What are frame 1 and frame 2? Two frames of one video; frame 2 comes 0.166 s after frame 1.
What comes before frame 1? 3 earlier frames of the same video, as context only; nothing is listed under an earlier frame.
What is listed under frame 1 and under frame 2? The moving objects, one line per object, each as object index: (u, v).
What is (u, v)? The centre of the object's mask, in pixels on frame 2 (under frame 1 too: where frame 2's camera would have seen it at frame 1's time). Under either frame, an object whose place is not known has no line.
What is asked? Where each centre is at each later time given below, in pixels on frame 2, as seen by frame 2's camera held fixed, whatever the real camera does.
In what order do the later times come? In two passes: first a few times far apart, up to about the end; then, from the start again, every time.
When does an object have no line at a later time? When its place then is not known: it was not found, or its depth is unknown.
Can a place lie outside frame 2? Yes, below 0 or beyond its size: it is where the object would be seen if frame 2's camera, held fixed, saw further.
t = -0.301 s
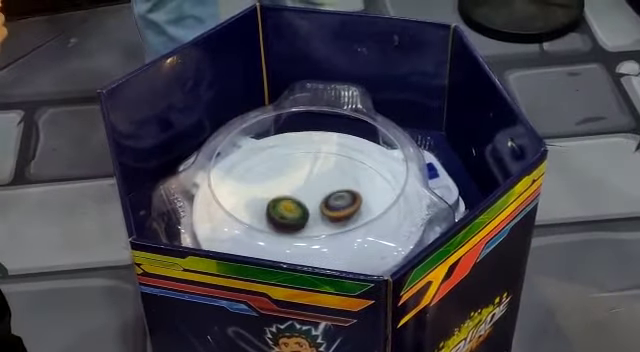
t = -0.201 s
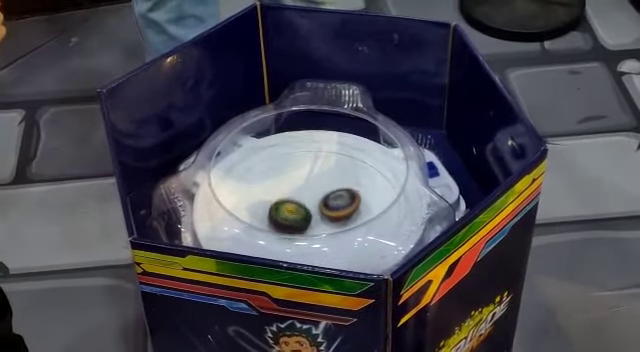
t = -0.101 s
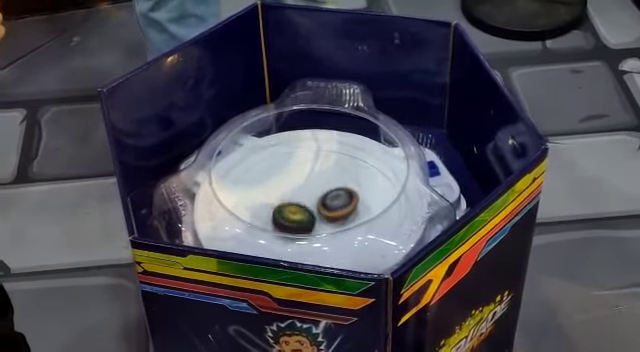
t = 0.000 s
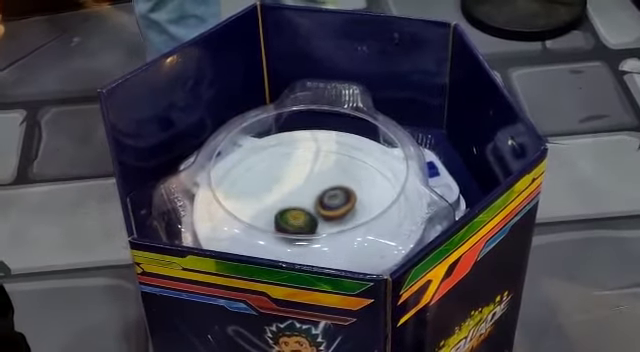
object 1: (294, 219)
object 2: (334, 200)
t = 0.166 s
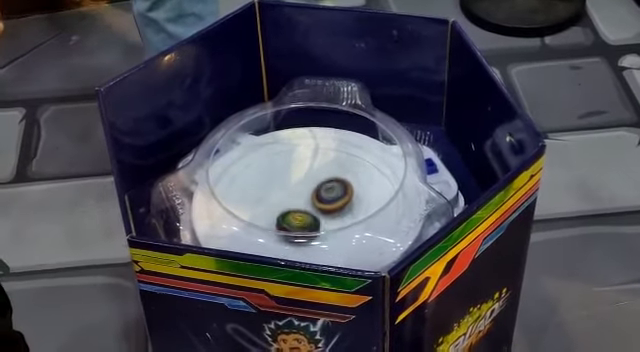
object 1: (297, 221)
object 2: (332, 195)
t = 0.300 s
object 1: (302, 222)
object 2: (328, 194)
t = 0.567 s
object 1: (313, 221)
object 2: (318, 192)
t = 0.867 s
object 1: (322, 217)
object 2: (299, 191)
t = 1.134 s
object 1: (323, 210)
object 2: (284, 193)
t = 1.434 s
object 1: (321, 202)
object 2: (276, 196)
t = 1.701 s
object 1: (319, 196)
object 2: (273, 202)
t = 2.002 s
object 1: (315, 193)
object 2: (281, 214)
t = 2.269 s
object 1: (309, 195)
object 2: (293, 236)
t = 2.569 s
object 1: (304, 202)
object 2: (296, 235)
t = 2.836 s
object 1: (303, 199)
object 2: (302, 235)
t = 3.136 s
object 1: (296, 192)
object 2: (334, 224)
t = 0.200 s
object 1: (299, 222)
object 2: (331, 195)
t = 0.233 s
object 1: (299, 222)
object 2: (330, 194)
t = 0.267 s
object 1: (301, 222)
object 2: (329, 194)
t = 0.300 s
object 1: (302, 222)
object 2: (328, 194)
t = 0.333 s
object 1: (303, 222)
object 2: (327, 194)
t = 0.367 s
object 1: (304, 222)
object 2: (325, 193)
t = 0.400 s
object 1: (306, 222)
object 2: (325, 193)
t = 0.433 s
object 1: (308, 222)
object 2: (323, 193)
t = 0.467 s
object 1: (309, 222)
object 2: (322, 192)
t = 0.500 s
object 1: (310, 222)
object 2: (321, 193)
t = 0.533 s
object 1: (312, 222)
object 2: (319, 192)
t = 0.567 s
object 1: (313, 221)
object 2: (318, 192)
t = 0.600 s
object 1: (315, 221)
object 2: (316, 192)
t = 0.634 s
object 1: (316, 221)
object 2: (313, 191)
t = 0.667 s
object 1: (317, 221)
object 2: (312, 191)
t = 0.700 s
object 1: (318, 220)
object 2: (309, 190)
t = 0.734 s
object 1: (319, 219)
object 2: (307, 190)
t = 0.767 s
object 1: (320, 219)
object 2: (306, 191)
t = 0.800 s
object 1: (321, 218)
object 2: (303, 190)
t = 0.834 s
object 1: (321, 218)
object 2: (301, 191)
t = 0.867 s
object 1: (322, 217)
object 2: (299, 191)
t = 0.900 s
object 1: (323, 217)
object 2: (297, 192)
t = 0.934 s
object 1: (323, 216)
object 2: (295, 192)
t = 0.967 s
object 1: (324, 215)
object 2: (293, 192)
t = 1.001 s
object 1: (324, 214)
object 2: (291, 192)
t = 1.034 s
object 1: (324, 213)
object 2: (288, 192)
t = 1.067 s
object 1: (324, 212)
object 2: (287, 192)
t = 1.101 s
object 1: (324, 211)
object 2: (285, 192)
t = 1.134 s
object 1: (323, 210)
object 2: (284, 193)
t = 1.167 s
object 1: (323, 209)
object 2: (284, 193)
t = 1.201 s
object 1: (324, 208)
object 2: (281, 193)
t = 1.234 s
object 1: (325, 207)
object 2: (278, 193)
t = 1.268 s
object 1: (325, 206)
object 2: (277, 193)
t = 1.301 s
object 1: (324, 205)
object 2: (276, 194)
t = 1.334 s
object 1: (324, 205)
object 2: (276, 194)
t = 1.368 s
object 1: (323, 204)
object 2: (276, 194)
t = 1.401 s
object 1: (322, 203)
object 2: (275, 195)
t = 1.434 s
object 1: (321, 202)
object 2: (276, 196)
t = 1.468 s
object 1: (321, 201)
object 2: (276, 197)
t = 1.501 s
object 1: (322, 200)
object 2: (273, 197)
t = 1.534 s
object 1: (323, 199)
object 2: (272, 198)
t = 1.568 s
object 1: (322, 198)
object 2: (272, 199)
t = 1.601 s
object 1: (321, 198)
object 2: (272, 200)
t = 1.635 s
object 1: (321, 197)
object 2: (272, 200)
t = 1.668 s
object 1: (320, 197)
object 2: (272, 201)
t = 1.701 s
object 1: (319, 196)
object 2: (273, 202)
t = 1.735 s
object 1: (318, 196)
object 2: (274, 203)
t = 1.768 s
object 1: (318, 195)
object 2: (273, 204)
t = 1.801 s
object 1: (318, 194)
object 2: (272, 205)
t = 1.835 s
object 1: (318, 194)
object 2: (273, 206)
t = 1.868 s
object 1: (317, 194)
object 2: (273, 207)
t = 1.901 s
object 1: (317, 193)
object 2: (275, 209)
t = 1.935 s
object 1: (316, 193)
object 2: (277, 211)
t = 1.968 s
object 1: (316, 194)
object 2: (279, 212)
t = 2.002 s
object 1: (315, 193)
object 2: (281, 214)
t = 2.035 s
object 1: (314, 193)
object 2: (283, 216)
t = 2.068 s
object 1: (313, 193)
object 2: (285, 218)
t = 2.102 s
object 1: (313, 194)
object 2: (287, 221)
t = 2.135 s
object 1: (312, 194)
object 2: (289, 223)
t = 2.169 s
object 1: (311, 194)
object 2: (291, 229)
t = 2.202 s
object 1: (311, 194)
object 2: (292, 232)
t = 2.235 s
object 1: (310, 195)
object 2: (294, 235)
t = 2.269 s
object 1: (309, 195)
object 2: (293, 236)
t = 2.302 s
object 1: (308, 196)
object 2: (293, 238)
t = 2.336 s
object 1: (308, 197)
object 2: (293, 239)
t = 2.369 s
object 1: (307, 198)
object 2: (293, 239)
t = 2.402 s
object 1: (307, 198)
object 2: (293, 239)
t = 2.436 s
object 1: (306, 199)
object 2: (293, 239)
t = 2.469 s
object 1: (305, 200)
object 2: (293, 239)
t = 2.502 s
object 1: (305, 201)
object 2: (294, 238)
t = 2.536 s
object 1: (304, 201)
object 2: (295, 236)
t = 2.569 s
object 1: (304, 202)
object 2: (296, 235)
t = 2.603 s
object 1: (304, 202)
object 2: (297, 234)
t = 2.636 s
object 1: (303, 200)
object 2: (298, 235)
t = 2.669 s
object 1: (302, 199)
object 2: (299, 236)
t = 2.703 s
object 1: (302, 198)
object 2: (299, 236)
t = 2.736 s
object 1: (302, 198)
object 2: (300, 236)
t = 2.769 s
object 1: (302, 199)
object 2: (301, 236)
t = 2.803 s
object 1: (303, 199)
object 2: (302, 235)
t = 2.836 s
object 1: (303, 199)
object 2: (302, 235)
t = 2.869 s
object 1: (303, 200)
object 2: (303, 234)
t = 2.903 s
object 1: (303, 200)
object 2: (304, 232)
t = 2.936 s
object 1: (304, 200)
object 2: (305, 233)
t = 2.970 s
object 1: (303, 199)
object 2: (307, 232)
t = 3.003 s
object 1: (303, 198)
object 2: (310, 231)
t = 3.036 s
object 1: (303, 198)
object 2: (314, 230)
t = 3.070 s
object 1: (303, 197)
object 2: (317, 228)
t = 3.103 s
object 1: (303, 197)
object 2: (322, 224)
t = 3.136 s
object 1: (296, 192)
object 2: (334, 224)
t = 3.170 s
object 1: (291, 187)
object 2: (343, 225)
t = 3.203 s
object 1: (288, 184)
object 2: (351, 225)
